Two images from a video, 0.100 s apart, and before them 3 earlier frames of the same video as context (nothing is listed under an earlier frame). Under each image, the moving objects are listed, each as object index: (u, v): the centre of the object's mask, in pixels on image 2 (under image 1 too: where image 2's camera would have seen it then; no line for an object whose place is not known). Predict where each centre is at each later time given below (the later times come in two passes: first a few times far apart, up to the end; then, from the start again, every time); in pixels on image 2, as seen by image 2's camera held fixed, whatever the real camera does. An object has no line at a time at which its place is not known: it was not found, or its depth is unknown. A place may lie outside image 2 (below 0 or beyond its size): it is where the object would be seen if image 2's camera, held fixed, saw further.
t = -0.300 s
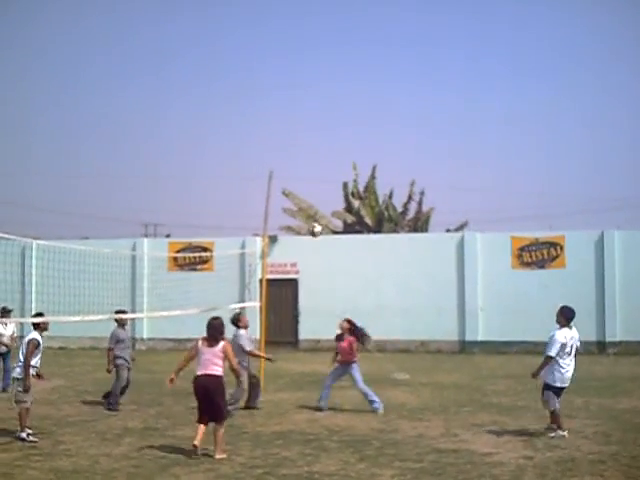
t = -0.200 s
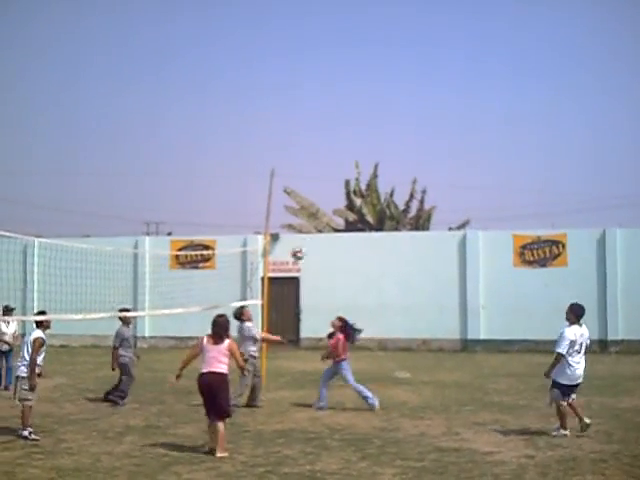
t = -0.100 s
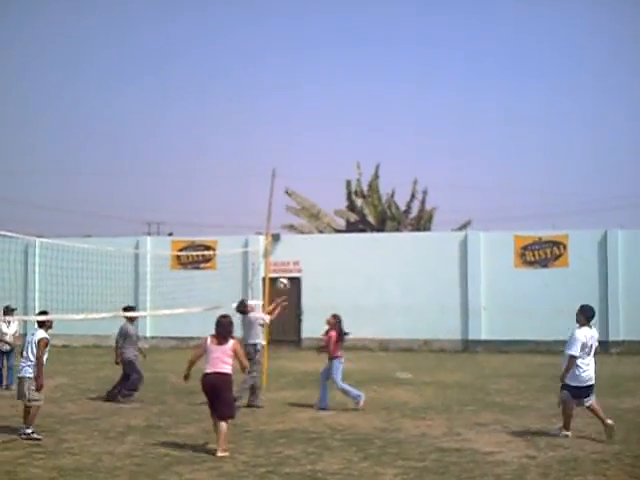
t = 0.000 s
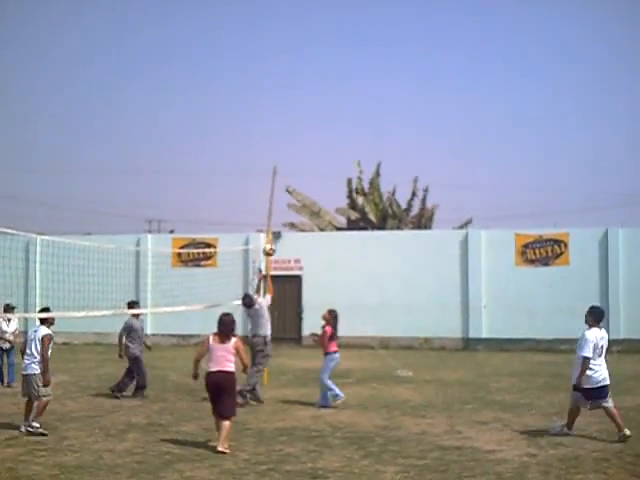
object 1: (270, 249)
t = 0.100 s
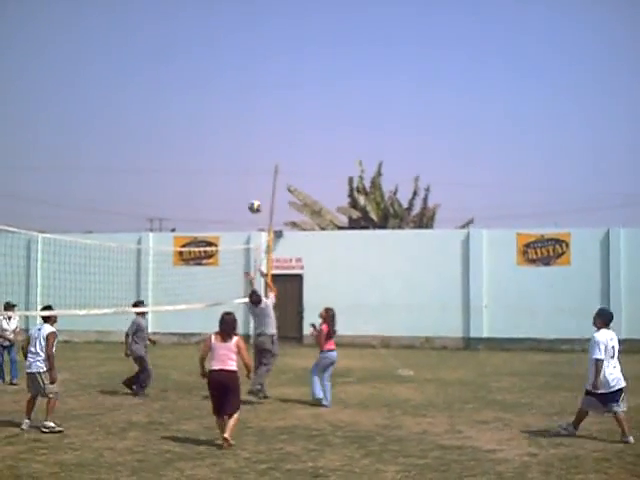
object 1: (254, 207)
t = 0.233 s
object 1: (233, 161)
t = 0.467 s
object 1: (196, 106)
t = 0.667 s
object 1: (166, 88)
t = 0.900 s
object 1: (128, 91)
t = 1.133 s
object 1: (90, 128)
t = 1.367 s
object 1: (52, 196)
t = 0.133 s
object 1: (249, 194)
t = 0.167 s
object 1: (244, 183)
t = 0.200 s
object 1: (239, 172)
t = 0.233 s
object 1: (233, 161)
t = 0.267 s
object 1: (228, 151)
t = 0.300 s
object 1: (222, 143)
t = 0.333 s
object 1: (217, 134)
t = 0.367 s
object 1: (212, 126)
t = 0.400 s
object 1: (206, 119)
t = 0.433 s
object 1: (201, 112)
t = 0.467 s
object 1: (196, 106)
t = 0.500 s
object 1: (191, 101)
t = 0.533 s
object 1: (185, 97)
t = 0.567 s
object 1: (181, 95)
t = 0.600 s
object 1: (176, 91)
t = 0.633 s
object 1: (170, 89)
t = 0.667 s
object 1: (166, 88)
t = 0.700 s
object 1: (160, 87)
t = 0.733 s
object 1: (154, 86)
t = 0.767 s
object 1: (149, 86)
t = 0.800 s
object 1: (144, 86)
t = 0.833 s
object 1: (140, 88)
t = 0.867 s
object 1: (133, 90)
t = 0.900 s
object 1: (128, 91)
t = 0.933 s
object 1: (122, 93)
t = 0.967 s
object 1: (116, 97)
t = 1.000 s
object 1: (111, 102)
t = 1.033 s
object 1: (104, 107)
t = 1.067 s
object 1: (99, 113)
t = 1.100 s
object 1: (95, 120)
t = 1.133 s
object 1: (90, 128)
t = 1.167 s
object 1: (85, 136)
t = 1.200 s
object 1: (79, 145)
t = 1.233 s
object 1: (73, 154)
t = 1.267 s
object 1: (68, 164)
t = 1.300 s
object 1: (63, 174)
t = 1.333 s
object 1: (58, 184)
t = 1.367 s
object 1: (52, 196)
